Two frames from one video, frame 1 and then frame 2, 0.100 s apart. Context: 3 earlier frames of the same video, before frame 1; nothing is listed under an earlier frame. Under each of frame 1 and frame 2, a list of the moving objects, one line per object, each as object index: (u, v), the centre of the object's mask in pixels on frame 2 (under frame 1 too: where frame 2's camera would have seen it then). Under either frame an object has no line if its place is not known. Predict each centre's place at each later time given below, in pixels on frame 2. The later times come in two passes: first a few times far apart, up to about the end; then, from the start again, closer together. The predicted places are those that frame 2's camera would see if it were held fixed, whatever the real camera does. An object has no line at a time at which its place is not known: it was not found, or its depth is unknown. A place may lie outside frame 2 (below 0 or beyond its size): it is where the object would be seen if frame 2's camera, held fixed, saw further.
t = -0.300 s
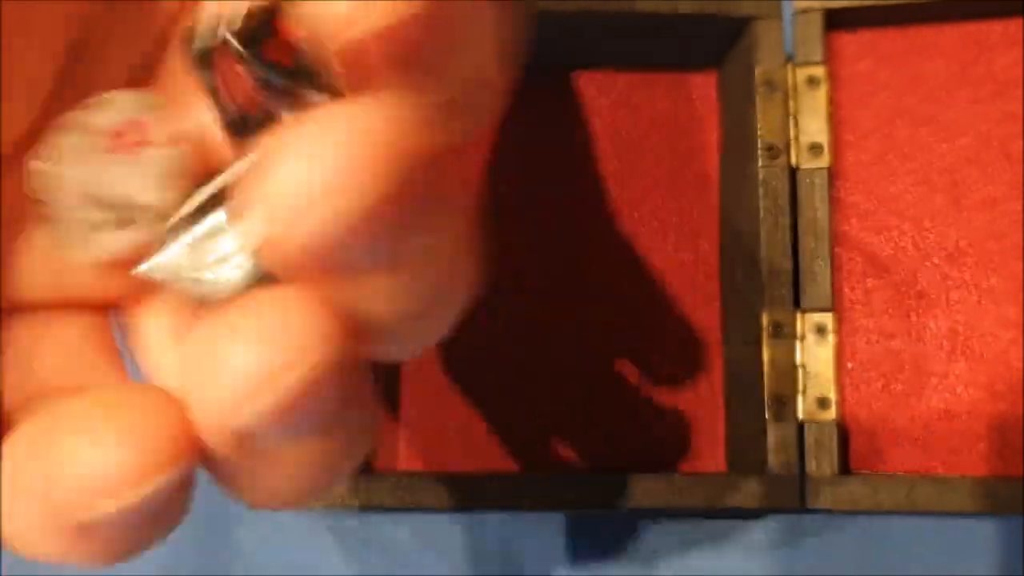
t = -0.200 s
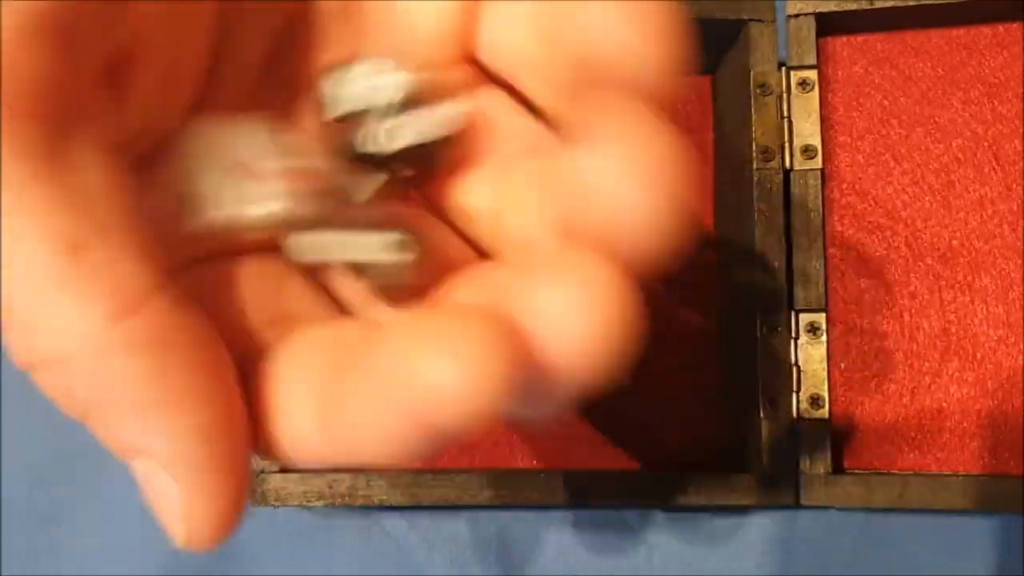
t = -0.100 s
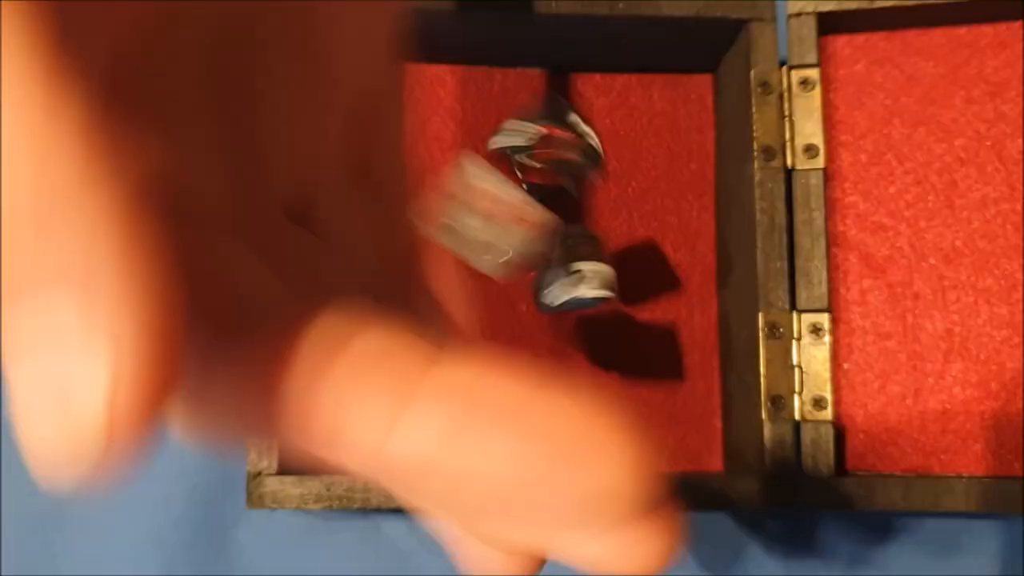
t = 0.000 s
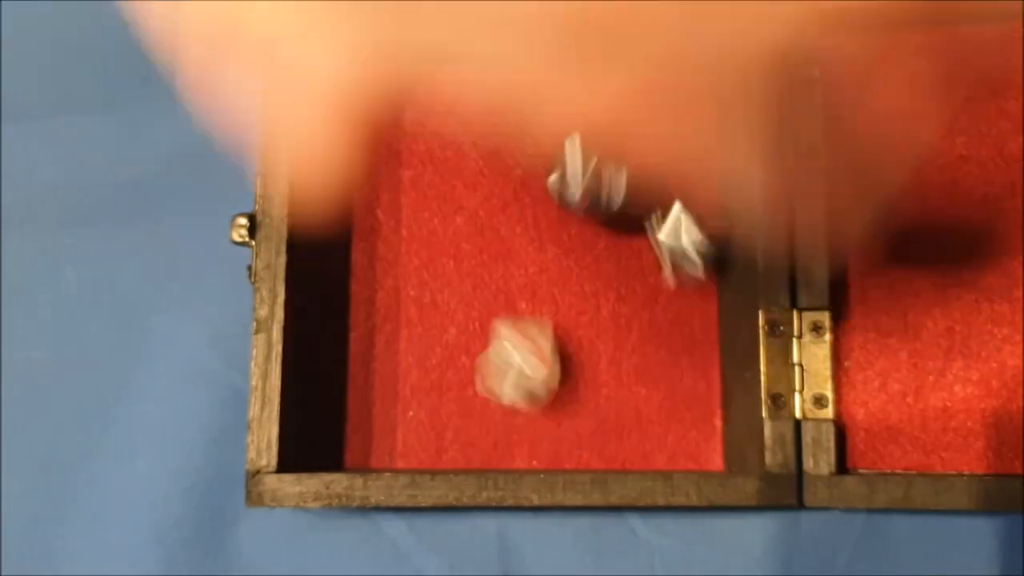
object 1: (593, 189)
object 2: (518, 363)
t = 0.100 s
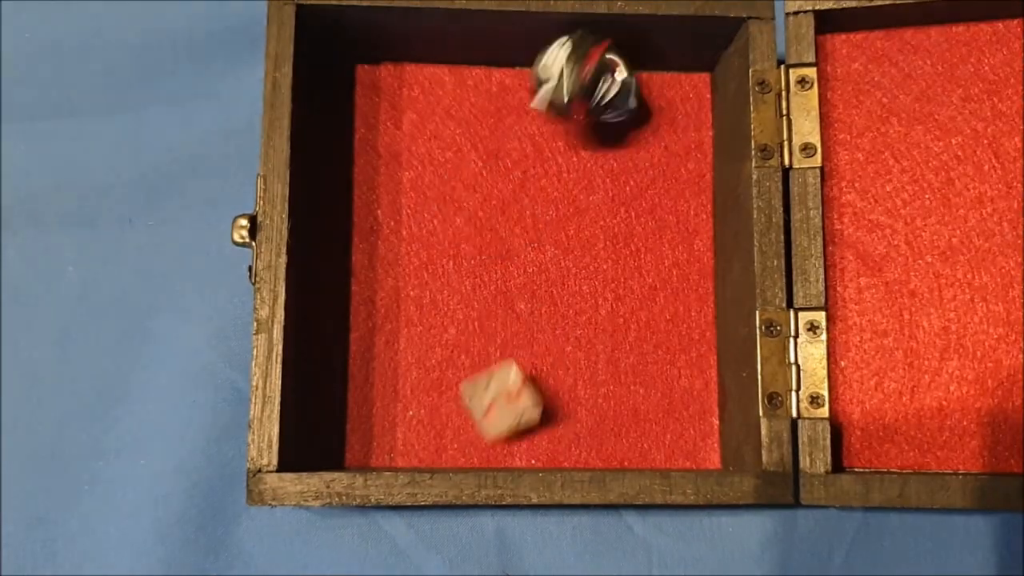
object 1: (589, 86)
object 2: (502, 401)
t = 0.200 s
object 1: (479, 209)
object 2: (510, 333)
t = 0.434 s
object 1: (404, 358)
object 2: (512, 315)
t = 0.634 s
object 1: (404, 358)
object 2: (512, 315)
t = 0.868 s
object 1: (404, 358)
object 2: (512, 316)
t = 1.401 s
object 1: (404, 358)
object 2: (512, 315)
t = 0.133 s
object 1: (548, 122)
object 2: (505, 378)
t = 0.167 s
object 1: (506, 174)
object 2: (507, 354)
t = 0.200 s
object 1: (479, 209)
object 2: (510, 333)
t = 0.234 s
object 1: (455, 254)
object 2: (511, 320)
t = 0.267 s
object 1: (434, 288)
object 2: (512, 314)
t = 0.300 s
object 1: (420, 319)
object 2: (512, 315)
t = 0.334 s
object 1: (410, 341)
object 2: (512, 316)
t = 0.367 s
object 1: (406, 355)
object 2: (512, 316)
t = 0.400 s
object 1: (404, 358)
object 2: (512, 315)
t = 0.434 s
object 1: (404, 358)
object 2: (512, 315)
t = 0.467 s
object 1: (404, 358)
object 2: (512, 315)
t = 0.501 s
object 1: (404, 358)
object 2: (512, 315)
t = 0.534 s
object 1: (404, 358)
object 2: (512, 315)
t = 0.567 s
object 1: (404, 358)
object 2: (512, 315)
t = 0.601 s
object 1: (404, 358)
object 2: (512, 315)
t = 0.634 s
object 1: (404, 358)
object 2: (512, 315)
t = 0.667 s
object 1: (404, 358)
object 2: (512, 315)
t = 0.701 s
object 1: (404, 358)
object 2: (512, 315)
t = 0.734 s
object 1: (404, 358)
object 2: (512, 315)
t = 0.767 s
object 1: (404, 358)
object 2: (512, 315)
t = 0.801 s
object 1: (404, 358)
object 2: (512, 316)
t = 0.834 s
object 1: (404, 358)
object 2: (512, 316)
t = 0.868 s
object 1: (404, 358)
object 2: (512, 316)
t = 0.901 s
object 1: (404, 358)
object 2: (512, 316)
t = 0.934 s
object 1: (404, 358)
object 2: (512, 316)
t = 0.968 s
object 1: (404, 358)
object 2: (512, 316)
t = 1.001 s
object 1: (404, 358)
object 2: (512, 315)
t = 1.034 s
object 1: (404, 358)
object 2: (512, 315)
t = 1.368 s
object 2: (512, 315)
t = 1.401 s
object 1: (404, 358)
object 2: (512, 315)
